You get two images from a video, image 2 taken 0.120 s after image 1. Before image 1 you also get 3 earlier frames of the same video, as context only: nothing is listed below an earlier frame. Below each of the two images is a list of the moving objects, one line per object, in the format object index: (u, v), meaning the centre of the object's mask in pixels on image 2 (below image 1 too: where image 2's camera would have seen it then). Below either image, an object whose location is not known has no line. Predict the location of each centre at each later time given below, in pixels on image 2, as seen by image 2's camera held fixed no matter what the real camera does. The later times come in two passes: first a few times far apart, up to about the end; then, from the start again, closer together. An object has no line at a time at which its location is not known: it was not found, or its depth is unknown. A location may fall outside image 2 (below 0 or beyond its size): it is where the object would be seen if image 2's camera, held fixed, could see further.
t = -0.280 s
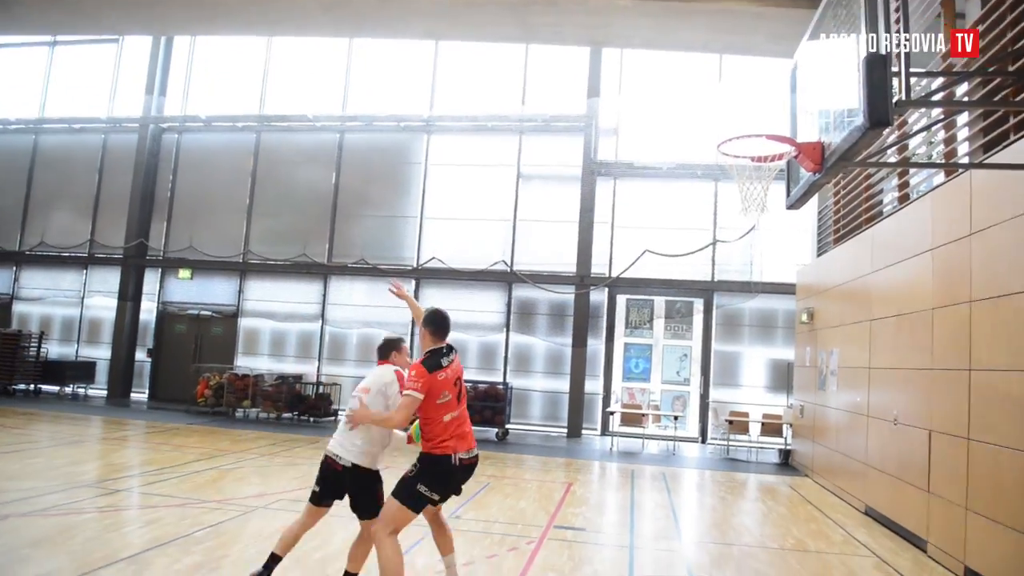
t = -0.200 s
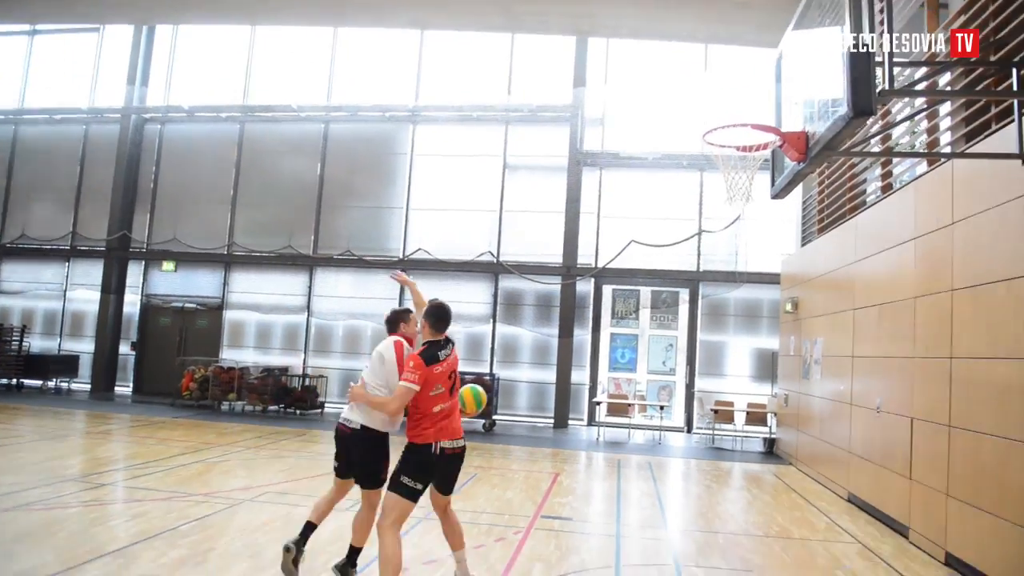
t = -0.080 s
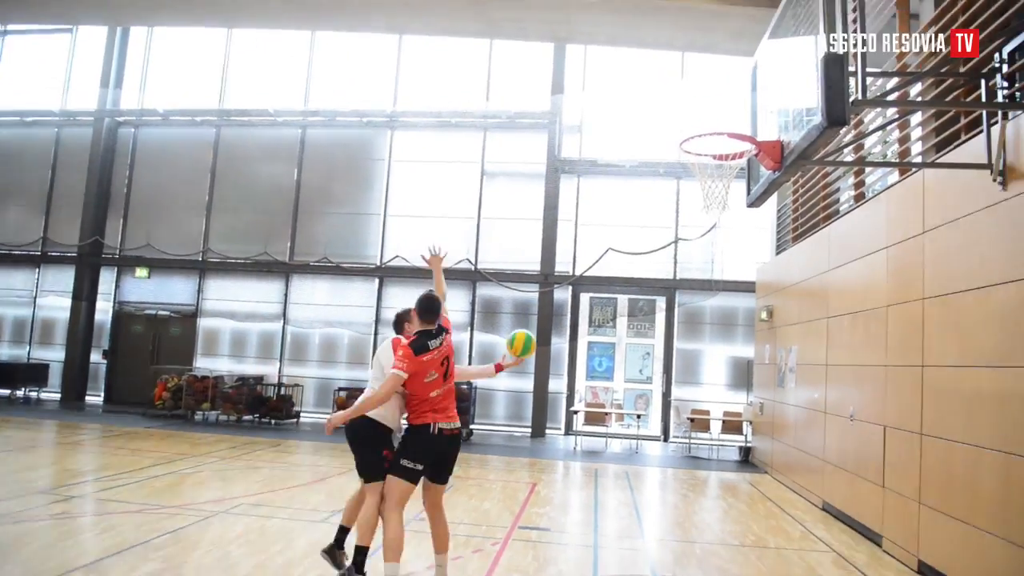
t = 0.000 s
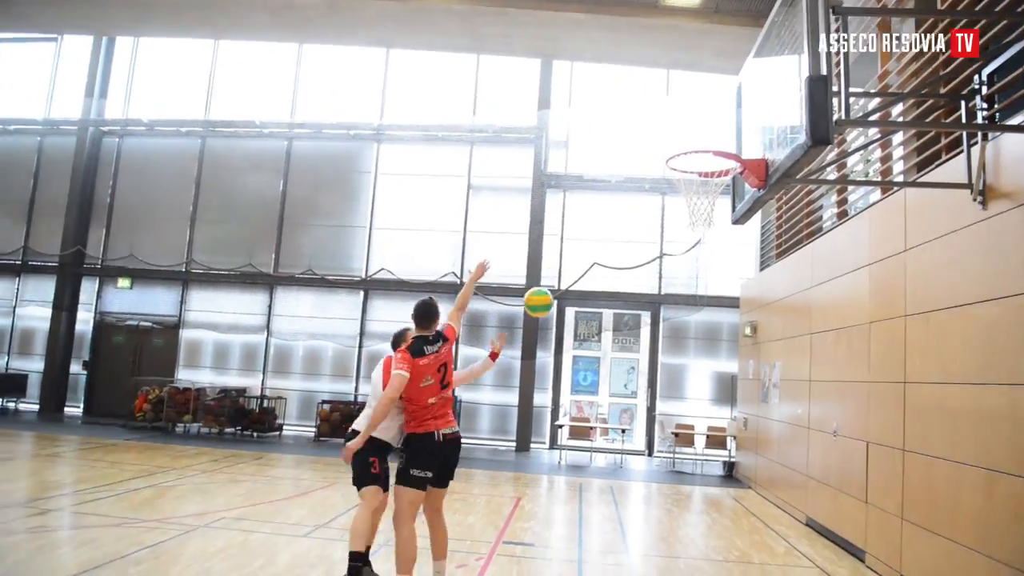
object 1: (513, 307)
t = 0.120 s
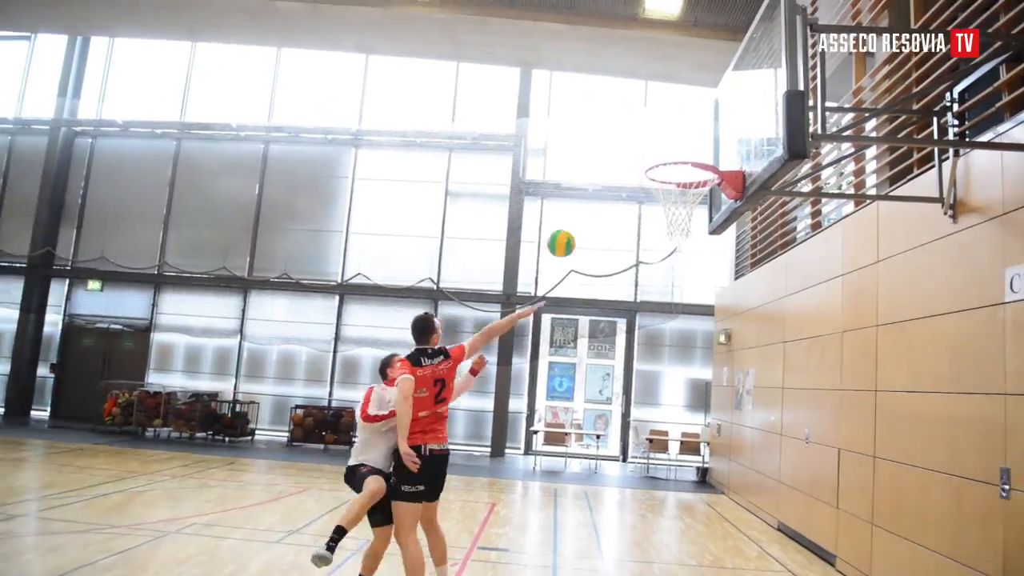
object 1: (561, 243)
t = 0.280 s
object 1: (619, 186)
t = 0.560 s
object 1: (713, 164)
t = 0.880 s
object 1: (667, 175)
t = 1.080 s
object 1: (625, 209)
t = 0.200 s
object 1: (590, 210)
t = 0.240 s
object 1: (604, 197)
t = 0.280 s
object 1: (619, 186)
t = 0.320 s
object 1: (633, 177)
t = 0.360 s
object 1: (646, 170)
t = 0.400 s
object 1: (660, 165)
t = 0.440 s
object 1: (673, 163)
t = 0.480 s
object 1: (687, 161)
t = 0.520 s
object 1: (699, 163)
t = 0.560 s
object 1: (713, 164)
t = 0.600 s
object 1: (708, 165)
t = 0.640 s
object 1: (697, 168)
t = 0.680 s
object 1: (692, 166)
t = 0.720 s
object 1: (687, 164)
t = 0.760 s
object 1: (682, 164)
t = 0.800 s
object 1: (677, 166)
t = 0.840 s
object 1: (671, 170)
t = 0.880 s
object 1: (667, 175)
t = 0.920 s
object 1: (660, 178)
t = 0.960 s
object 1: (653, 182)
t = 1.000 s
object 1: (645, 189)
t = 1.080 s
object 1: (625, 209)
